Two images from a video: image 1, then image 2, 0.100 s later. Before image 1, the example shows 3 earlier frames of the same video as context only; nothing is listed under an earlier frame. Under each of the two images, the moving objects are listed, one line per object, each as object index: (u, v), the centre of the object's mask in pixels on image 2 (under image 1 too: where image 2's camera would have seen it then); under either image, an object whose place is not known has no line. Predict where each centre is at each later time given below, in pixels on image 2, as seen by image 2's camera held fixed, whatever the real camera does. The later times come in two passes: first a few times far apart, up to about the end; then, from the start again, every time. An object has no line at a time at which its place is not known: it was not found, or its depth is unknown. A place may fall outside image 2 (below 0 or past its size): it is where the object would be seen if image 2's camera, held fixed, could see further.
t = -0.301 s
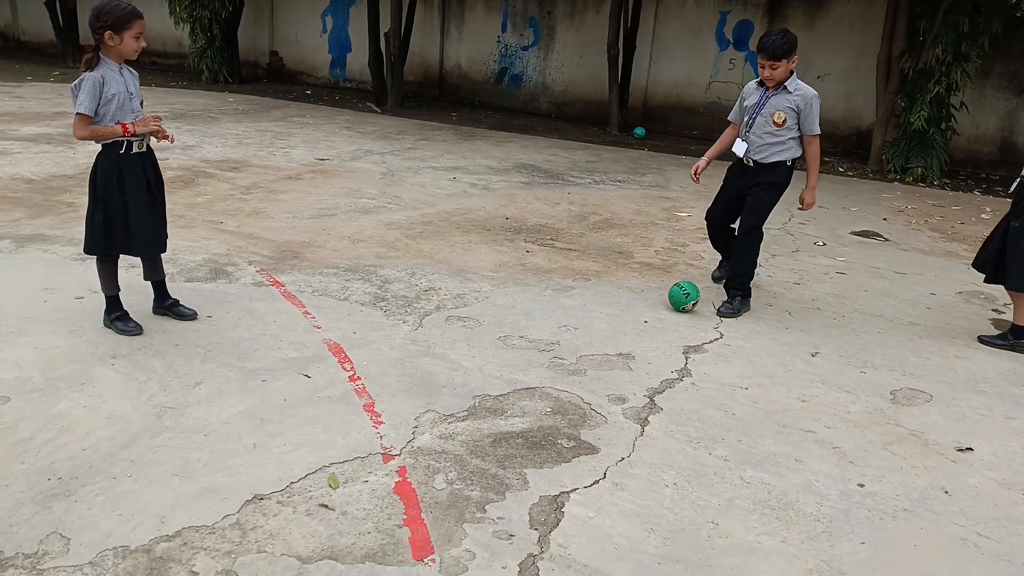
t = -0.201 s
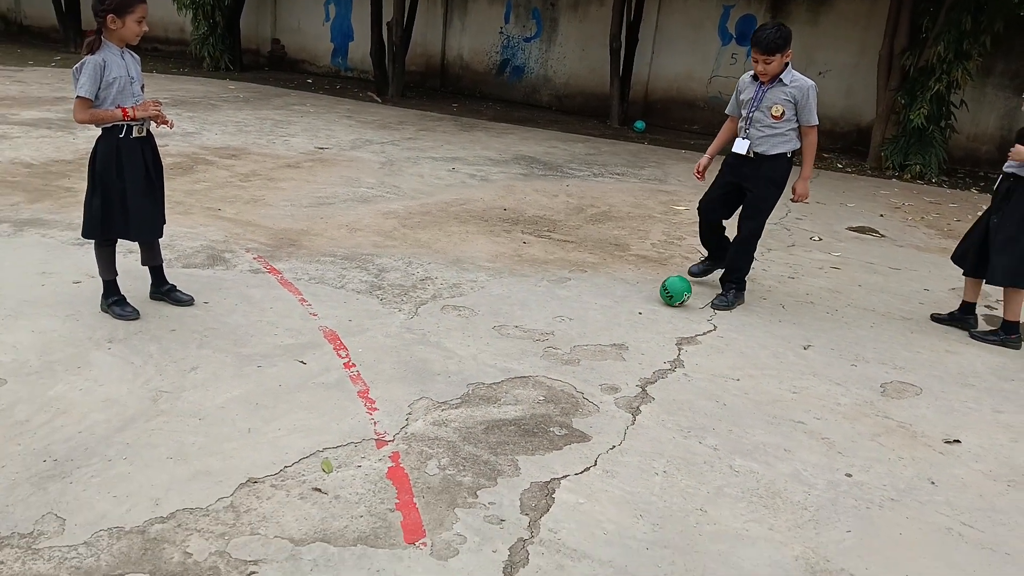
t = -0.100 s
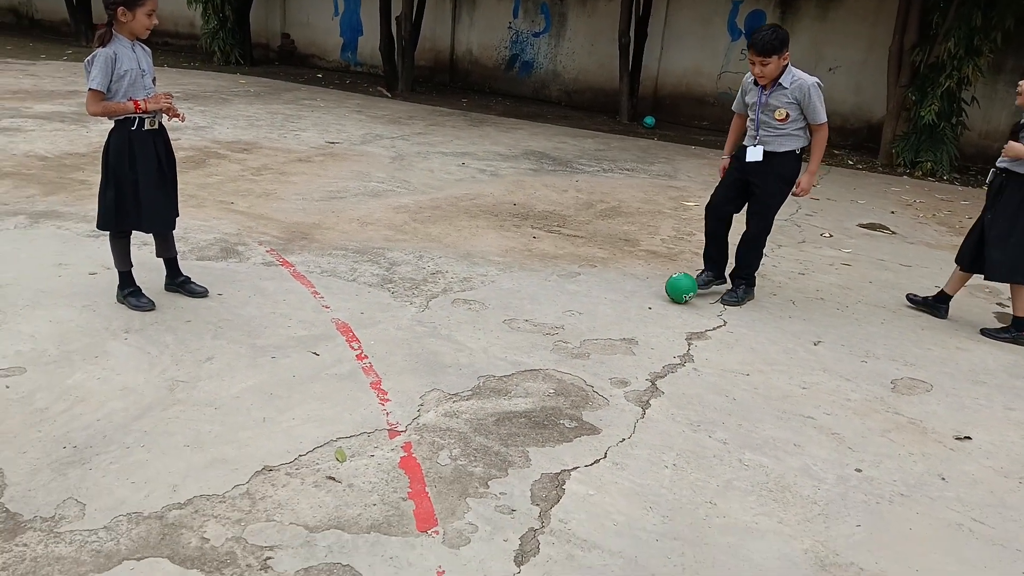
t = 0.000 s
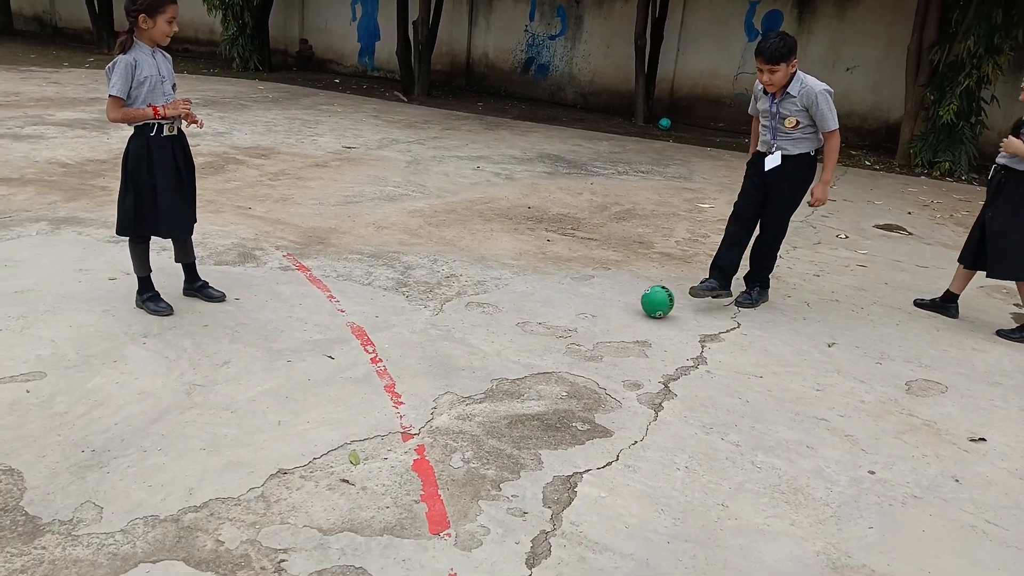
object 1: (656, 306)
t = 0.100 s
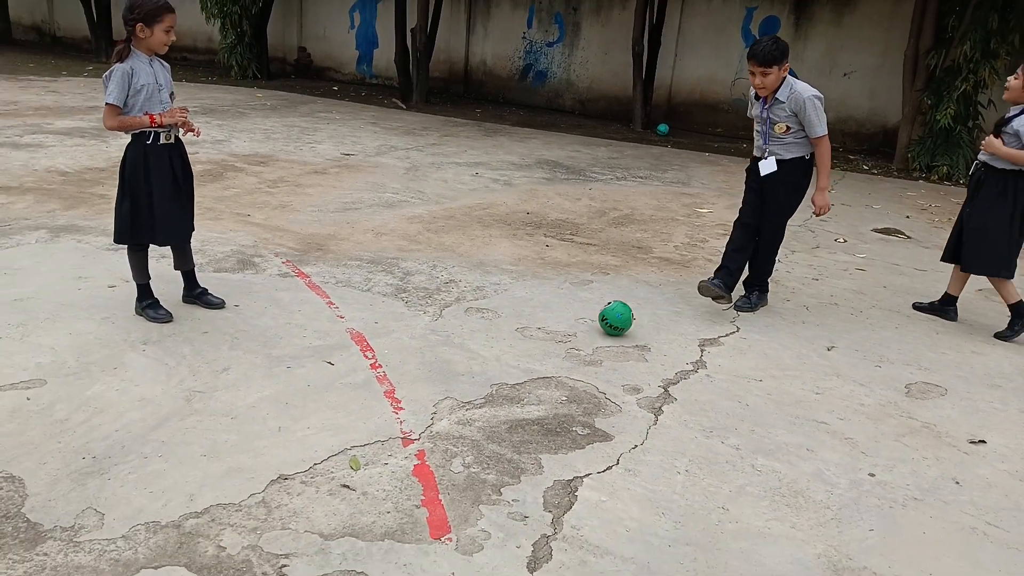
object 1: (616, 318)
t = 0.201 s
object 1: (577, 331)
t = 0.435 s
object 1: (489, 359)
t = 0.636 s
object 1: (401, 390)
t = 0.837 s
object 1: (294, 426)
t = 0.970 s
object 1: (205, 458)
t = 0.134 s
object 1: (603, 322)
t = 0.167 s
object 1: (590, 327)
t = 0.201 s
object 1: (577, 331)
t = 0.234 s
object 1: (563, 335)
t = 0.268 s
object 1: (551, 338)
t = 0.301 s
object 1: (539, 342)
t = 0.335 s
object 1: (527, 345)
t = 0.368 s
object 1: (516, 347)
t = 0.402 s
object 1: (503, 353)
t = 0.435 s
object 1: (489, 359)
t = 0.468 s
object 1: (475, 363)
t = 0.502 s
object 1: (460, 370)
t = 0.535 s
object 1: (446, 374)
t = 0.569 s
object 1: (432, 378)
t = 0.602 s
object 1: (417, 384)
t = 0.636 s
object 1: (401, 390)
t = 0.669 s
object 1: (384, 396)
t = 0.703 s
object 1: (366, 401)
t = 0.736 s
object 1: (348, 408)
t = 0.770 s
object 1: (330, 413)
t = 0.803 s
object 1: (313, 419)
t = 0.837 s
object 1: (294, 426)
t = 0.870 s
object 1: (274, 434)
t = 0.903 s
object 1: (252, 442)
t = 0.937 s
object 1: (229, 449)
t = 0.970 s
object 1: (205, 458)
